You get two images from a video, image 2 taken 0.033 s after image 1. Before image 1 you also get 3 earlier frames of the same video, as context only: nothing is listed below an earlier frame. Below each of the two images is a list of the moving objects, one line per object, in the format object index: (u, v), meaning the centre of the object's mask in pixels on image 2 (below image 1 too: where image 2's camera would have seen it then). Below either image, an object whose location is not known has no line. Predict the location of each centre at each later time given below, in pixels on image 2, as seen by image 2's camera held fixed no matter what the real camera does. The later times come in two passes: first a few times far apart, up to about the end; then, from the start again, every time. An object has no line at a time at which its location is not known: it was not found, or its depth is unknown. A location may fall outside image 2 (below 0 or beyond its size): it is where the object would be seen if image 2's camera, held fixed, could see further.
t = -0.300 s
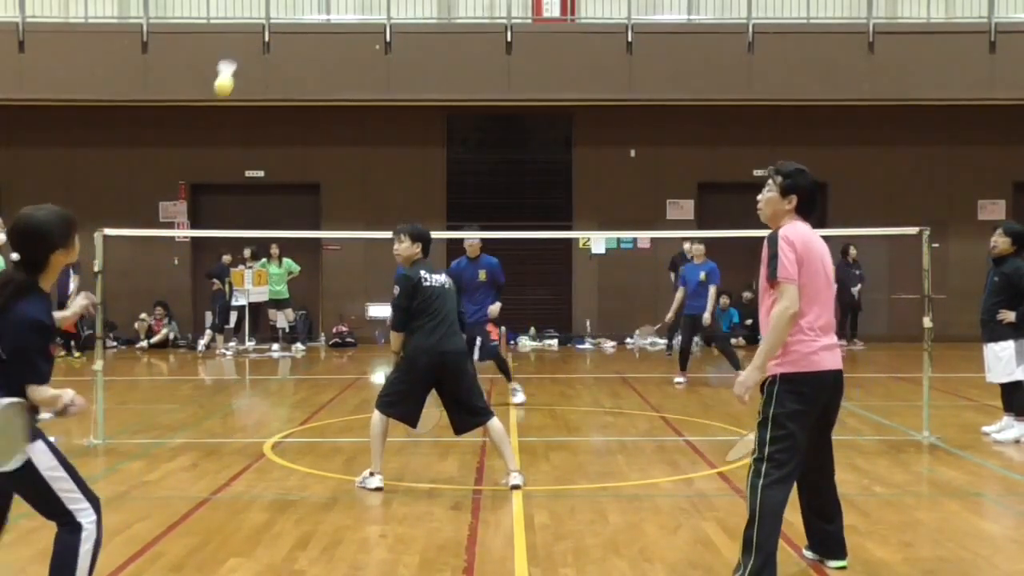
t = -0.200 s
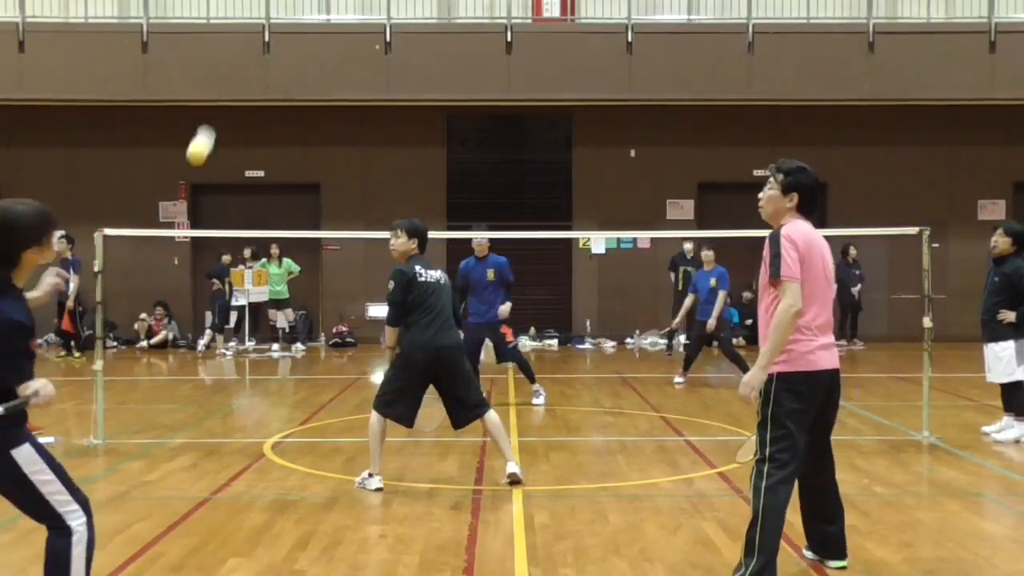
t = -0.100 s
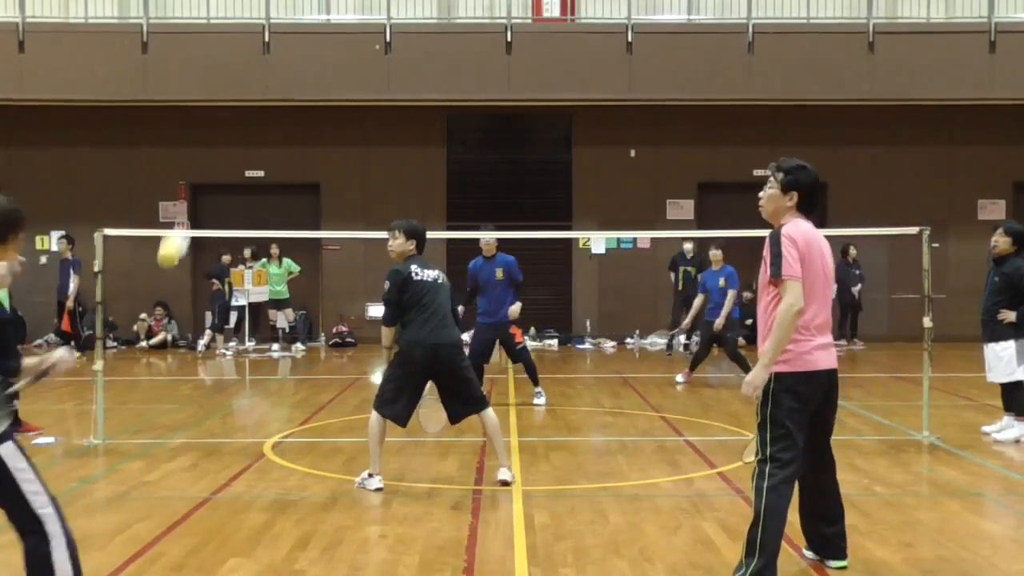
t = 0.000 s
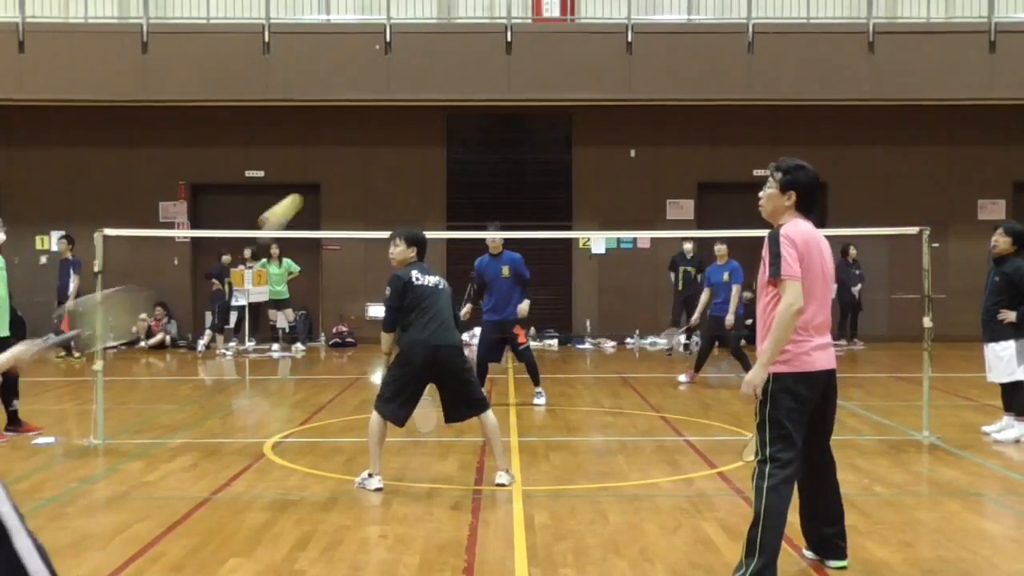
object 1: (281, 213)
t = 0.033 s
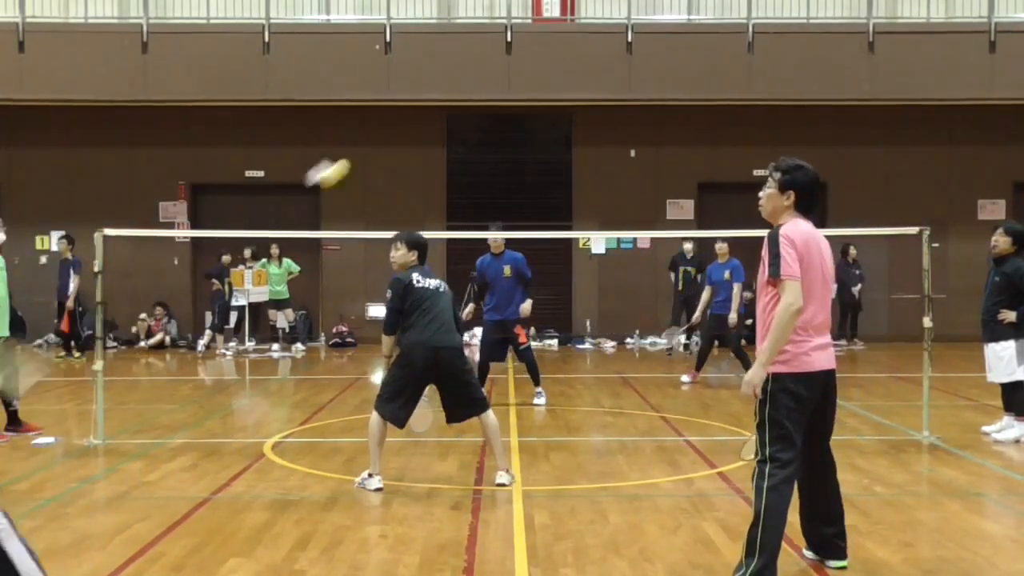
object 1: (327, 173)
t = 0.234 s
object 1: (453, 97)
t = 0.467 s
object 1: (504, 124)
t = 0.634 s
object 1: (528, 170)
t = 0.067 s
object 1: (368, 148)
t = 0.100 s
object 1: (393, 128)
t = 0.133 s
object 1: (411, 116)
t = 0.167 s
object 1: (425, 107)
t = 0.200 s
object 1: (441, 99)
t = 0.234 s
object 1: (453, 97)
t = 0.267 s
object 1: (463, 98)
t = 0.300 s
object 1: (472, 100)
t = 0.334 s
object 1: (479, 103)
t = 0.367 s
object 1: (485, 107)
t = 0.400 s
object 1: (491, 112)
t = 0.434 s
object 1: (498, 118)
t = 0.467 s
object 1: (504, 124)
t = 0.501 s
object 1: (509, 131)
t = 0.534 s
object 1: (515, 139)
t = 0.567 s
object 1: (519, 148)
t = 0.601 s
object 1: (524, 158)
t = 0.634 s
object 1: (528, 170)
